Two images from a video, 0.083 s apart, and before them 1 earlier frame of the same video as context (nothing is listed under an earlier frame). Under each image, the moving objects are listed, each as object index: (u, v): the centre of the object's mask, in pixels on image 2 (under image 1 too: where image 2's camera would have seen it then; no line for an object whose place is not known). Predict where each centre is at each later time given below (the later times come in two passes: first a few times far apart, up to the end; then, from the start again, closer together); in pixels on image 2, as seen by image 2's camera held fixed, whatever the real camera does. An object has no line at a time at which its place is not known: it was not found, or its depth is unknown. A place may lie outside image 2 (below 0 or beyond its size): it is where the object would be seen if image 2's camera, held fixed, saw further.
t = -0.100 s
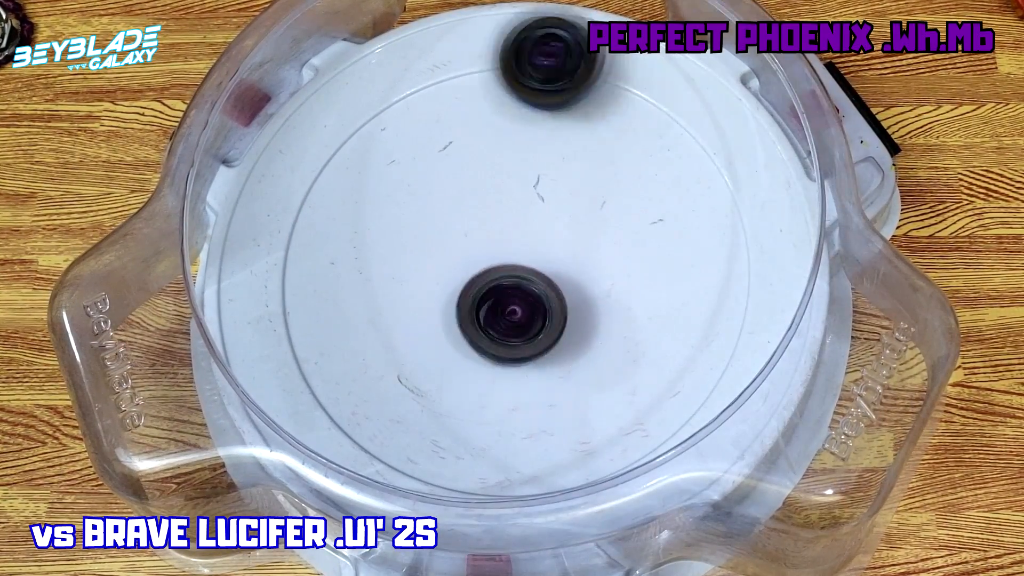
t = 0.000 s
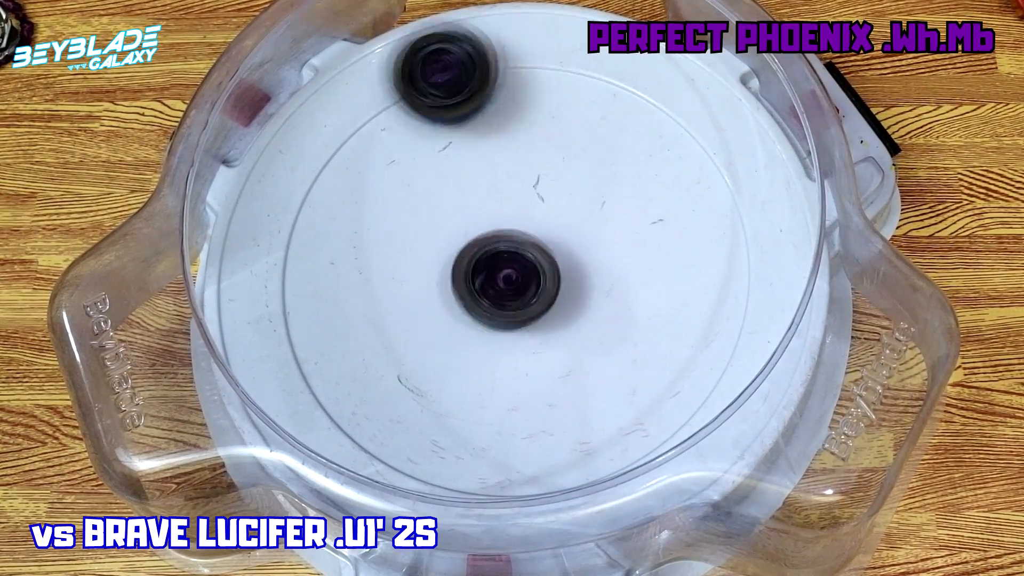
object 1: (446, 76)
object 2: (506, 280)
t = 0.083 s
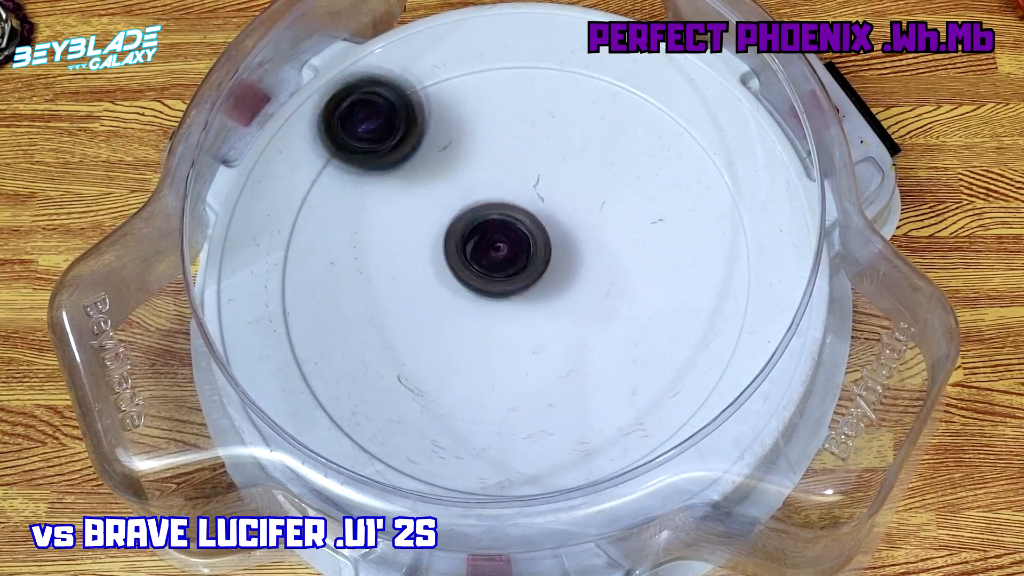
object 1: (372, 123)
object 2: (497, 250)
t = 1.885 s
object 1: (705, 216)
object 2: (500, 189)
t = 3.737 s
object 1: (658, 272)
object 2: (454, 254)
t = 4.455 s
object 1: (452, 277)
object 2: (496, 379)
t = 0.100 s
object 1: (360, 137)
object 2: (493, 245)
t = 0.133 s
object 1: (341, 166)
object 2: (488, 234)
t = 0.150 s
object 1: (333, 181)
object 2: (484, 227)
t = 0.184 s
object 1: (322, 214)
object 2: (477, 216)
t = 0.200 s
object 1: (320, 230)
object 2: (474, 212)
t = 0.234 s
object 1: (319, 264)
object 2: (468, 204)
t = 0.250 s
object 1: (322, 282)
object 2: (463, 201)
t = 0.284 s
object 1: (332, 315)
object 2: (458, 196)
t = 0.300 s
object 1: (340, 331)
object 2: (456, 192)
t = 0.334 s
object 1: (360, 362)
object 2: (451, 188)
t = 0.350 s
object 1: (374, 375)
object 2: (450, 188)
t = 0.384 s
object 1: (403, 398)
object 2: (446, 186)
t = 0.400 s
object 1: (420, 407)
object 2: (445, 186)
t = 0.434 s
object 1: (456, 423)
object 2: (443, 186)
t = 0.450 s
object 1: (476, 426)
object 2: (443, 185)
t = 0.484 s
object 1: (517, 431)
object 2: (442, 186)
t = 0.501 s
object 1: (537, 430)
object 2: (442, 187)
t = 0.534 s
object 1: (578, 423)
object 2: (443, 189)
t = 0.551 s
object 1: (596, 416)
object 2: (442, 189)
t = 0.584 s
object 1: (632, 399)
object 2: (443, 192)
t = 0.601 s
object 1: (647, 387)
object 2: (445, 193)
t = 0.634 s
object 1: (676, 361)
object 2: (446, 195)
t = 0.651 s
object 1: (687, 346)
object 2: (447, 197)
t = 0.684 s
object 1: (706, 314)
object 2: (450, 200)
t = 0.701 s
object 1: (712, 298)
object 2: (450, 202)
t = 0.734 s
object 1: (720, 264)
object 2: (453, 206)
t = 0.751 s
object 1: (721, 247)
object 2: (456, 207)
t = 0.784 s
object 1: (716, 215)
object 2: (459, 211)
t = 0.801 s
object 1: (711, 199)
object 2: (462, 214)
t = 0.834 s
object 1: (695, 169)
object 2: (467, 218)
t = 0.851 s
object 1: (686, 156)
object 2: (469, 221)
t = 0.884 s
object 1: (663, 134)
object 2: (476, 229)
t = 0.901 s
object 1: (649, 124)
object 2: (482, 231)
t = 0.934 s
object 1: (618, 109)
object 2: (490, 238)
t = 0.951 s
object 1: (602, 104)
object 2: (495, 242)
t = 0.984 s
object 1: (568, 98)
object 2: (505, 248)
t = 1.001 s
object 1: (551, 97)
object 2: (508, 251)
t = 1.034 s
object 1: (518, 99)
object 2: (520, 257)
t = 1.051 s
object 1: (501, 103)
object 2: (527, 258)
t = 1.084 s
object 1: (469, 114)
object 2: (541, 262)
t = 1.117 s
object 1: (438, 129)
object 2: (551, 265)
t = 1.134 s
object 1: (424, 137)
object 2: (558, 267)
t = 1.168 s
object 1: (398, 160)
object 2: (570, 268)
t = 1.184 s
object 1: (387, 172)
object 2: (575, 271)
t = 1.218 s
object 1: (369, 199)
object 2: (587, 271)
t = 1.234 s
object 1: (361, 213)
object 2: (590, 270)
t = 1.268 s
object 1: (351, 243)
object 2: (600, 270)
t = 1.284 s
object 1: (347, 259)
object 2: (606, 267)
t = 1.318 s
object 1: (347, 290)
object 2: (613, 264)
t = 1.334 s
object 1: (348, 307)
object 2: (617, 263)
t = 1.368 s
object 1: (358, 337)
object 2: (620, 261)
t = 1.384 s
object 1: (366, 352)
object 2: (621, 261)
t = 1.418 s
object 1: (385, 379)
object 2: (624, 258)
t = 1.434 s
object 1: (398, 391)
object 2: (625, 257)
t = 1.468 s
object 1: (426, 412)
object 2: (626, 255)
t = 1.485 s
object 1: (444, 419)
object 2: (627, 254)
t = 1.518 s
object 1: (478, 430)
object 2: (627, 252)
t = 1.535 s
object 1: (498, 432)
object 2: (628, 251)
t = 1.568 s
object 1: (537, 431)
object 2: (627, 249)
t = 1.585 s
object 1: (556, 427)
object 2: (626, 249)
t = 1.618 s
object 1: (591, 415)
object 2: (624, 247)
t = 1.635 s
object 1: (607, 406)
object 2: (622, 246)
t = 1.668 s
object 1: (638, 382)
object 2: (618, 245)
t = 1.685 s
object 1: (649, 369)
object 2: (617, 244)
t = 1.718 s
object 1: (670, 338)
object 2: (612, 242)
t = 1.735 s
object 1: (677, 327)
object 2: (610, 238)
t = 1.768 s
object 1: (694, 310)
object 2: (591, 219)
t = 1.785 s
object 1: (701, 299)
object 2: (581, 212)
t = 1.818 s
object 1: (711, 273)
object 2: (558, 199)
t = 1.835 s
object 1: (713, 258)
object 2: (547, 195)
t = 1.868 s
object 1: (711, 231)
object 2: (516, 189)
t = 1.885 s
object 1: (705, 216)
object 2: (500, 189)
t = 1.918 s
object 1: (689, 193)
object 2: (473, 190)
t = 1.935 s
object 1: (679, 182)
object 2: (457, 192)
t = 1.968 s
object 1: (654, 167)
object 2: (428, 200)
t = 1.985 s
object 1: (641, 160)
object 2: (417, 205)
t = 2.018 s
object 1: (611, 154)
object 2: (395, 217)
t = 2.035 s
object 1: (596, 152)
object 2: (385, 226)
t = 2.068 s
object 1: (564, 153)
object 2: (370, 243)
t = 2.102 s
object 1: (532, 160)
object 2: (358, 262)
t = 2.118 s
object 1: (518, 164)
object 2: (356, 272)
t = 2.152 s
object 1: (489, 177)
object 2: (355, 289)
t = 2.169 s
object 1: (474, 184)
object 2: (357, 298)
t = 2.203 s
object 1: (450, 201)
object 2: (361, 312)
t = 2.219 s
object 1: (438, 212)
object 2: (366, 321)
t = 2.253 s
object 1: (418, 234)
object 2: (377, 331)
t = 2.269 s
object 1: (415, 241)
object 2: (371, 346)
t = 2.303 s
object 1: (415, 249)
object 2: (368, 379)
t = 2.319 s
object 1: (415, 254)
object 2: (371, 394)
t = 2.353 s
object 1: (417, 267)
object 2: (380, 426)
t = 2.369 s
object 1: (419, 276)
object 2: (391, 433)
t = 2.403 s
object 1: (426, 293)
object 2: (417, 449)
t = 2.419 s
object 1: (432, 301)
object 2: (429, 454)
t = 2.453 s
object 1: (451, 315)
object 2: (450, 462)
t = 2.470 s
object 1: (460, 320)
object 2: (459, 480)
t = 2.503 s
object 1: (483, 327)
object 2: (479, 489)
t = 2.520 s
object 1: (496, 328)
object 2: (486, 492)
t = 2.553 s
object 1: (521, 325)
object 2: (500, 493)
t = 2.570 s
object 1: (534, 321)
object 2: (509, 492)
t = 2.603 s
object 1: (555, 310)
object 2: (524, 490)
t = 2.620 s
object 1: (565, 302)
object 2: (531, 487)
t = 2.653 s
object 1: (581, 284)
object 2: (548, 479)
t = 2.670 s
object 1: (587, 274)
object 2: (555, 474)
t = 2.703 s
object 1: (596, 253)
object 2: (570, 457)
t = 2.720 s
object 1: (597, 243)
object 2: (580, 447)
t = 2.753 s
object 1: (597, 221)
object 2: (598, 425)
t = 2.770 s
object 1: (595, 211)
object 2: (609, 411)
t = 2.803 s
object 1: (586, 192)
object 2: (622, 378)
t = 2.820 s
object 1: (580, 184)
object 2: (626, 360)
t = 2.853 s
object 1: (562, 170)
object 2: (625, 318)
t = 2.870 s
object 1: (553, 165)
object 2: (624, 299)
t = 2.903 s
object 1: (531, 159)
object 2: (611, 258)
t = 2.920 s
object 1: (520, 158)
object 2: (603, 238)
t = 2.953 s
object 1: (492, 147)
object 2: (582, 217)
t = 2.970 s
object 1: (476, 141)
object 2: (579, 213)
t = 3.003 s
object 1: (450, 134)
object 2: (567, 209)
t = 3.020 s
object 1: (437, 133)
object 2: (562, 208)
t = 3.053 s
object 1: (412, 134)
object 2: (555, 206)
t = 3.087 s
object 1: (389, 140)
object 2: (548, 205)
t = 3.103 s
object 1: (379, 144)
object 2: (545, 204)
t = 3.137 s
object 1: (359, 157)
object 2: (538, 204)
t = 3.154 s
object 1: (349, 165)
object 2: (535, 203)
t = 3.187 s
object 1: (336, 185)
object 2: (528, 203)
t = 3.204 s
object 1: (333, 194)
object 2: (525, 203)
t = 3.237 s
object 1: (329, 218)
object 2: (518, 204)
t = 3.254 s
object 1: (329, 230)
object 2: (514, 205)
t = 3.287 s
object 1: (336, 254)
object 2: (508, 208)
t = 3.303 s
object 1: (342, 265)
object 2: (504, 208)
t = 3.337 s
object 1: (358, 286)
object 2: (497, 211)
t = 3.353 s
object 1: (368, 296)
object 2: (494, 212)
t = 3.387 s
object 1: (391, 312)
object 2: (488, 216)
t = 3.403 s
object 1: (403, 317)
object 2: (486, 216)
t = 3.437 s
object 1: (429, 327)
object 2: (481, 220)
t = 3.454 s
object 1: (443, 332)
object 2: (477, 221)
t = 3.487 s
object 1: (472, 336)
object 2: (473, 225)
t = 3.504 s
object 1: (484, 337)
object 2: (470, 228)
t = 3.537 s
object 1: (512, 337)
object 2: (465, 231)
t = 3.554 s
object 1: (527, 336)
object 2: (464, 233)
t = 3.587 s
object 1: (554, 331)
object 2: (460, 237)
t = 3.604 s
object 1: (568, 327)
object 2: (459, 239)
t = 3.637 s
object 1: (594, 317)
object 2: (457, 243)
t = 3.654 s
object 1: (606, 311)
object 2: (455, 246)
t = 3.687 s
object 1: (628, 297)
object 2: (454, 248)
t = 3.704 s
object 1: (639, 289)
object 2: (455, 250)
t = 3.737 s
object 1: (658, 272)
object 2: (454, 254)
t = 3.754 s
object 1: (668, 261)
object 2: (454, 256)
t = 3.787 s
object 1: (682, 240)
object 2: (452, 259)
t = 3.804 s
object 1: (687, 231)
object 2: (451, 260)
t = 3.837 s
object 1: (693, 207)
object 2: (452, 263)
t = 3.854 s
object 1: (692, 195)
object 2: (452, 264)
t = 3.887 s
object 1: (690, 174)
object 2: (452, 268)
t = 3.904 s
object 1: (687, 162)
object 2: (452, 268)
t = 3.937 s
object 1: (674, 145)
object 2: (452, 271)
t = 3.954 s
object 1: (667, 138)
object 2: (452, 272)
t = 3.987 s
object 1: (647, 127)
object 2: (452, 275)
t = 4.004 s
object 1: (635, 123)
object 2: (454, 276)
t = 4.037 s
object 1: (611, 121)
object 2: (454, 278)
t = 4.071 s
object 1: (587, 124)
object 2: (455, 280)
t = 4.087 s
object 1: (574, 126)
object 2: (456, 281)
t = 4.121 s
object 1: (551, 138)
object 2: (458, 283)
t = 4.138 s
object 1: (539, 144)
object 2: (458, 284)
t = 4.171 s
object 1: (518, 159)
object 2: (460, 286)
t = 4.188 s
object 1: (508, 167)
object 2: (462, 287)
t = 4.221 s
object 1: (490, 185)
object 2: (464, 289)
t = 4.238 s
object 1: (485, 193)
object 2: (463, 292)
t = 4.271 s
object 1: (477, 198)
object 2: (459, 311)
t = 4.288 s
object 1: (472, 203)
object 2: (458, 323)
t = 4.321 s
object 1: (462, 216)
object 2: (462, 342)
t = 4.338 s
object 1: (458, 224)
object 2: (467, 348)
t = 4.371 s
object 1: (452, 241)
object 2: (475, 362)
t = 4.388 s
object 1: (451, 249)
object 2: (479, 368)
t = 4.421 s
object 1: (451, 268)
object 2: (489, 376)
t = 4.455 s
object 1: (452, 277)
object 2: (496, 379)
